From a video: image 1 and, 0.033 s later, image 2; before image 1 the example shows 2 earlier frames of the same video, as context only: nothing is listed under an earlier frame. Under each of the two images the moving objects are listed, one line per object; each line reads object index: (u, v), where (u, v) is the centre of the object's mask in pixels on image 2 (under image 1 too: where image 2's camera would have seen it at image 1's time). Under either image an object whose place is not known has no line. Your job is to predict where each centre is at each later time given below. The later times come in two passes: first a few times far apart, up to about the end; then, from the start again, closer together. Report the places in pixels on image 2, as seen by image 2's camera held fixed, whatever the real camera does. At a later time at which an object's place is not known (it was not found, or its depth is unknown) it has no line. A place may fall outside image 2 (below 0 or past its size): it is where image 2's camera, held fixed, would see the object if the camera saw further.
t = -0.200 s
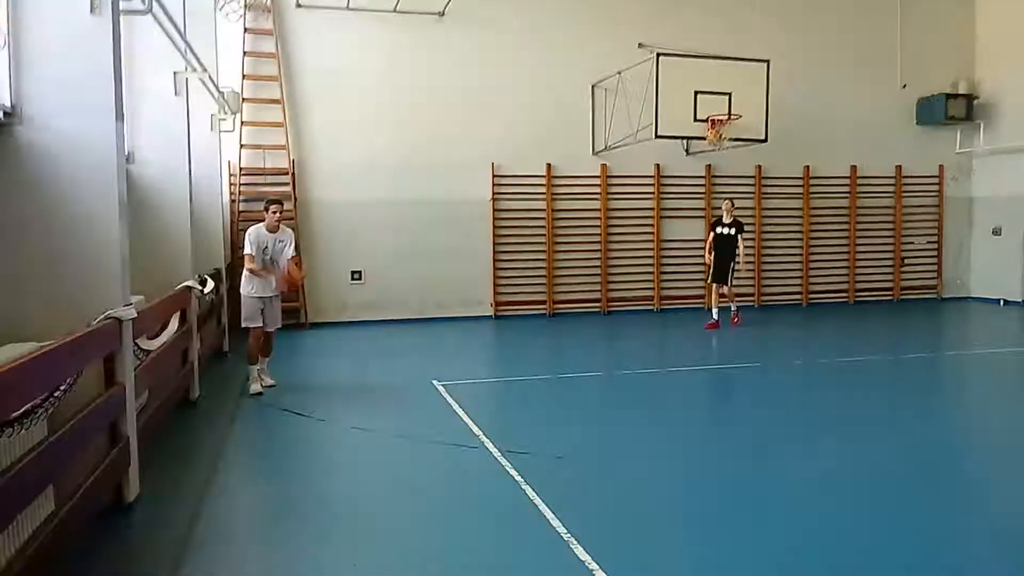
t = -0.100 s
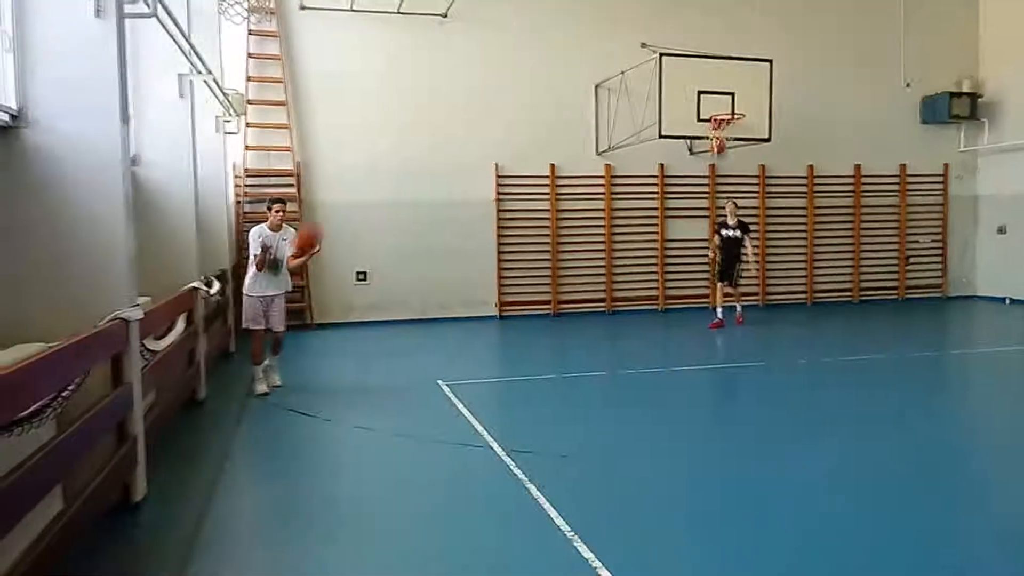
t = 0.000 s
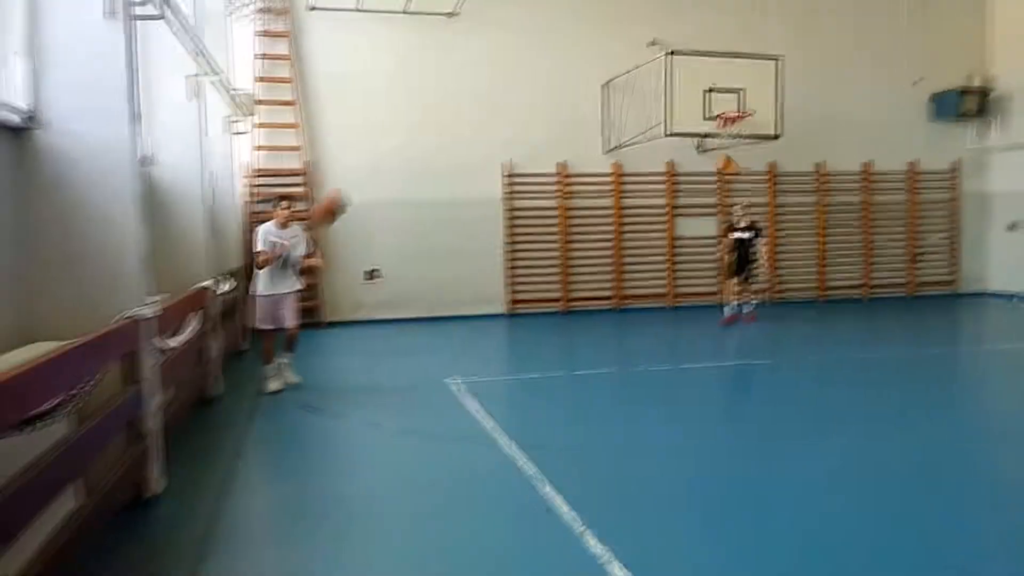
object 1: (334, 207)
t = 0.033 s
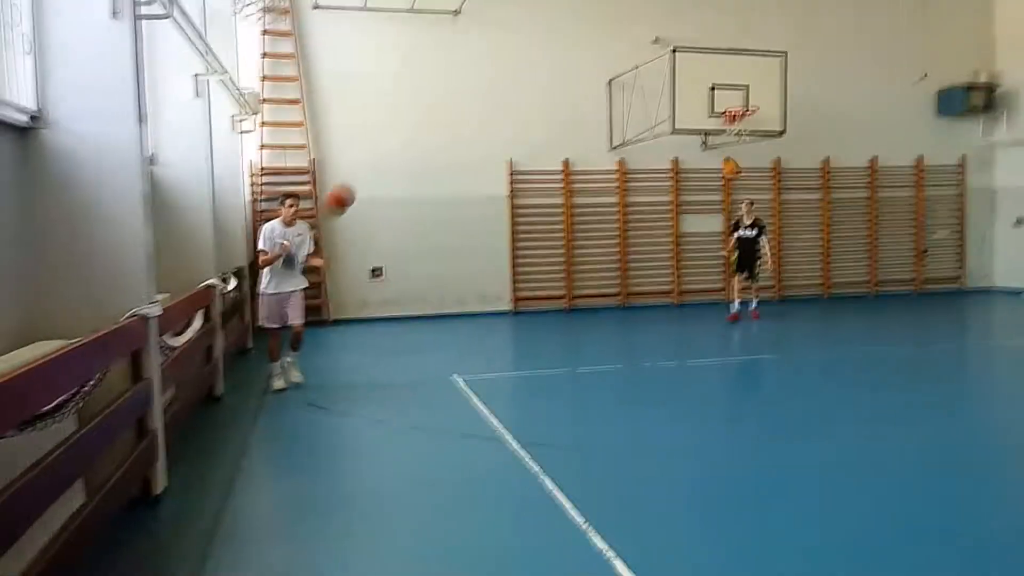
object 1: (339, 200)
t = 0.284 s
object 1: (372, 177)
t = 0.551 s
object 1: (420, 229)
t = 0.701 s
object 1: (451, 298)
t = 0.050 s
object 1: (341, 196)
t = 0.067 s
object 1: (344, 193)
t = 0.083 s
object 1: (346, 190)
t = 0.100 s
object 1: (349, 187)
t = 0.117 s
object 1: (351, 185)
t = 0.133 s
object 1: (354, 182)
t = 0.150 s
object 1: (355, 181)
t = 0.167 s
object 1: (359, 179)
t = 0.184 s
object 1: (361, 178)
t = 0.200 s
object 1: (363, 178)
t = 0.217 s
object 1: (366, 177)
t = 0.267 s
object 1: (369, 177)
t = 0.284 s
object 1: (372, 177)
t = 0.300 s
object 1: (374, 178)
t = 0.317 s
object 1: (378, 179)
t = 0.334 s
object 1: (380, 179)
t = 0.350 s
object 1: (383, 180)
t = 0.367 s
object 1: (386, 182)
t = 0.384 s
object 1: (389, 185)
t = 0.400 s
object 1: (391, 188)
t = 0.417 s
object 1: (395, 191)
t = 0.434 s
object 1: (396, 195)
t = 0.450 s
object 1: (401, 198)
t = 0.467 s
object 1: (404, 202)
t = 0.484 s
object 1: (407, 207)
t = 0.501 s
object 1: (410, 212)
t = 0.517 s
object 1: (413, 216)
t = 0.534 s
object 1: (416, 223)
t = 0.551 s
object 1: (420, 229)
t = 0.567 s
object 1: (421, 238)
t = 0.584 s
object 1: (425, 243)
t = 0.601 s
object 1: (427, 251)
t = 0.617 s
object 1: (433, 258)
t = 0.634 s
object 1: (437, 266)
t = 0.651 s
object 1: (439, 274)
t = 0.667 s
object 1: (444, 282)
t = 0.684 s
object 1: (448, 291)
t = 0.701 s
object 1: (451, 298)
